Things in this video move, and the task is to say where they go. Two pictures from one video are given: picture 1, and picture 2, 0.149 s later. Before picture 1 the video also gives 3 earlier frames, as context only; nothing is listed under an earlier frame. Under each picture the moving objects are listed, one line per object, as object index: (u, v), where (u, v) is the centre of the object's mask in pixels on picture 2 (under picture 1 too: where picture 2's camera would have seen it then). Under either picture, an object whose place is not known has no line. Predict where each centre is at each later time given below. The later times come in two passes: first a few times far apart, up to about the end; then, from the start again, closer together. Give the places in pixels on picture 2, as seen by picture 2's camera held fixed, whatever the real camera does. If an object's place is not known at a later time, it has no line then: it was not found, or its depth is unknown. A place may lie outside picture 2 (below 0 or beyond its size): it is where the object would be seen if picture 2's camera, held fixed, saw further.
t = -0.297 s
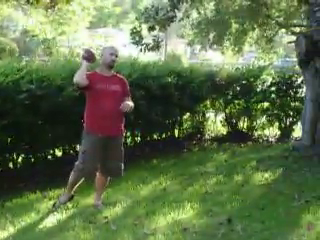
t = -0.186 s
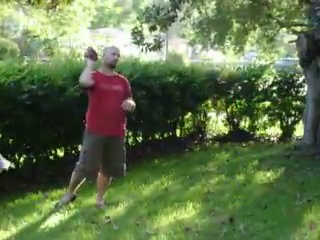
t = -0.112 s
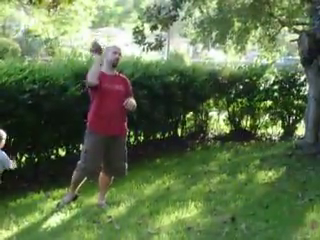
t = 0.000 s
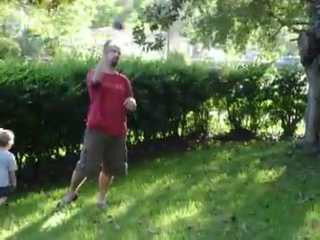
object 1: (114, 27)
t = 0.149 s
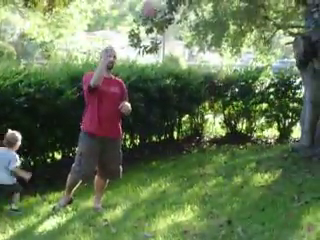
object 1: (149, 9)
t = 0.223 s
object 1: (167, 8)
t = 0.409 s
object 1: (217, 38)
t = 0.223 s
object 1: (167, 8)
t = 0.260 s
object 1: (174, 10)
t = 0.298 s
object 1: (186, 15)
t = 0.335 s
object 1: (195, 19)
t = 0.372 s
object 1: (205, 29)
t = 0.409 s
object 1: (217, 38)
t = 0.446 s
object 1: (226, 49)
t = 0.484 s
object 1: (235, 63)
